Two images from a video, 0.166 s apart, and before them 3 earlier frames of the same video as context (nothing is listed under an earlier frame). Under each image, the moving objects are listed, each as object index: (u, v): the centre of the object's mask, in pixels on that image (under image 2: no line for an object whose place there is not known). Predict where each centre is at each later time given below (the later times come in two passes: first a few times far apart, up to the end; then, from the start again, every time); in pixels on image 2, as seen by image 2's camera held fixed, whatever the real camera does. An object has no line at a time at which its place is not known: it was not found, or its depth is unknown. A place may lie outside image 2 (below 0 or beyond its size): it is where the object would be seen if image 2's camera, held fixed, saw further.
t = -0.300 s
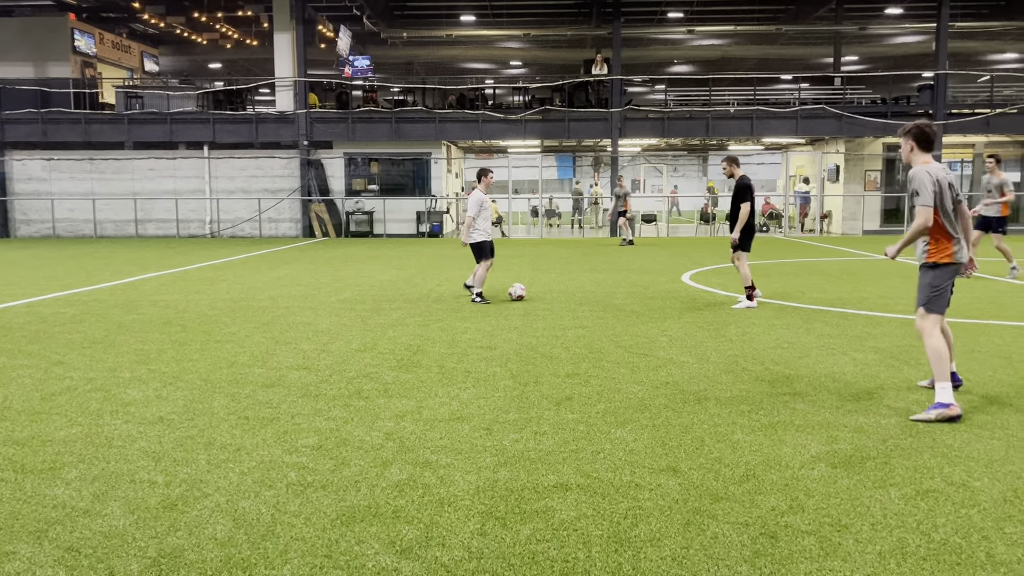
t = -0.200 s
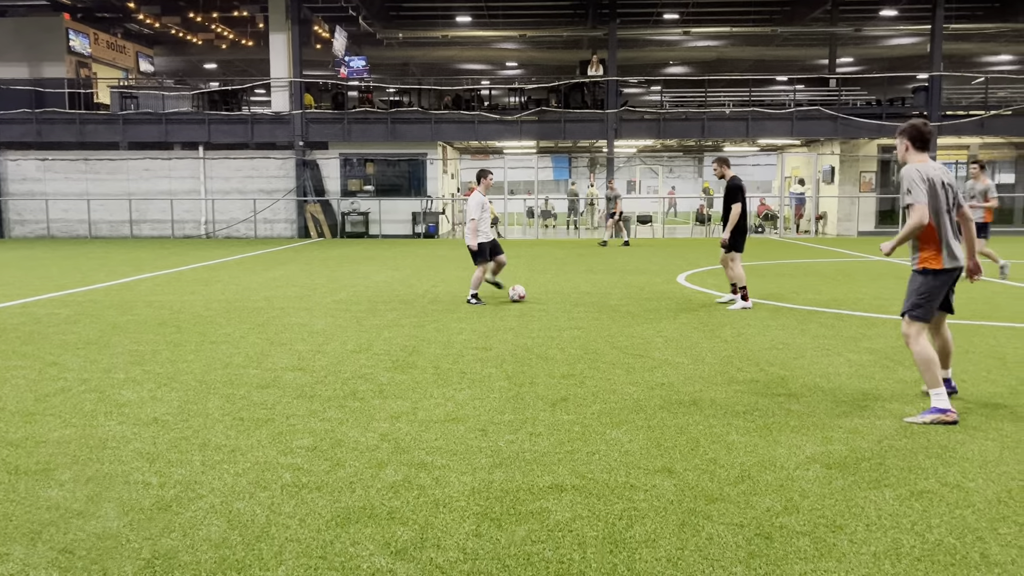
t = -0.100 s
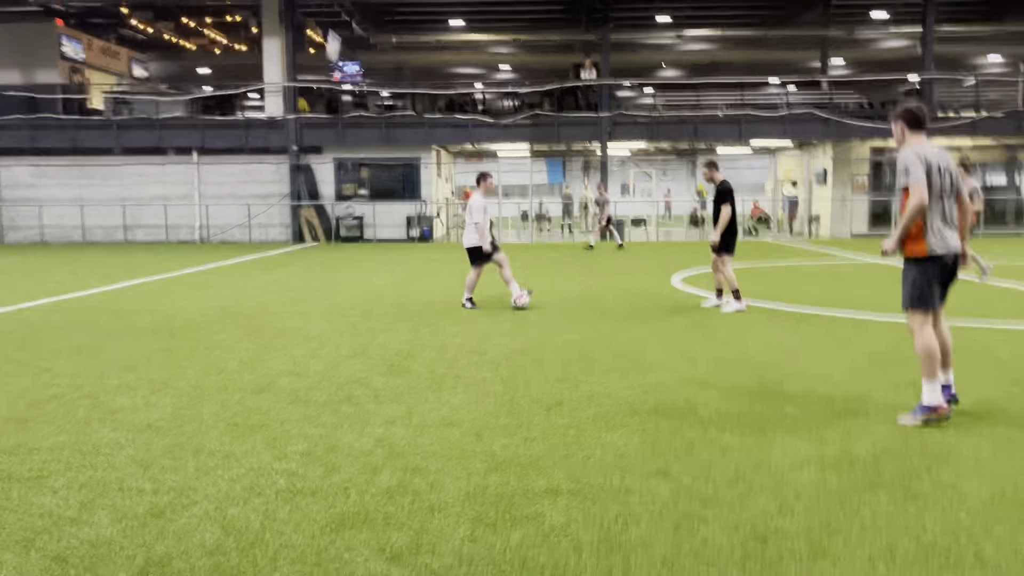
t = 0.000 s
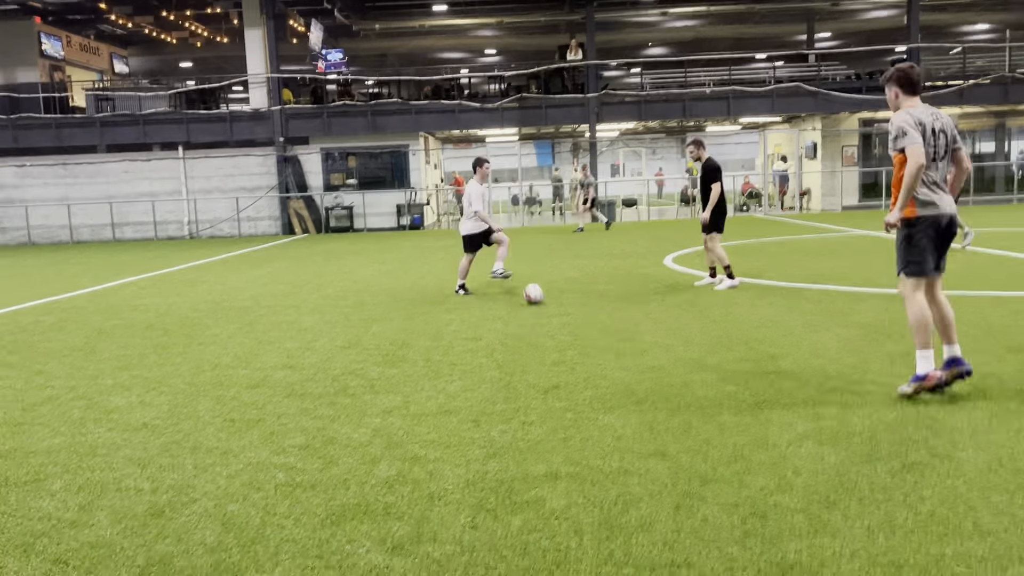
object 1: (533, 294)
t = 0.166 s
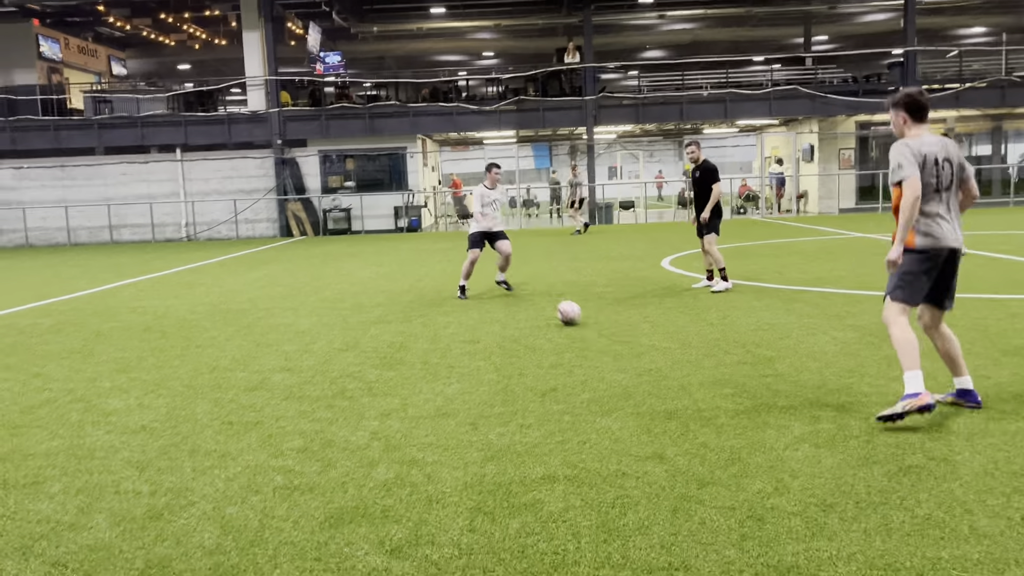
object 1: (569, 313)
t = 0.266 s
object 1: (595, 326)
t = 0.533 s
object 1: (679, 364)
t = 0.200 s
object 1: (577, 316)
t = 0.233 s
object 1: (586, 321)
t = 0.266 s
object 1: (595, 326)
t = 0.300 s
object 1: (604, 327)
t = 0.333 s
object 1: (613, 330)
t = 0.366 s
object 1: (623, 335)
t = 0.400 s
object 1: (633, 343)
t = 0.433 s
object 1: (644, 348)
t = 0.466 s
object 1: (655, 352)
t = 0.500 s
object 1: (667, 358)
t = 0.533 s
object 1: (679, 364)
